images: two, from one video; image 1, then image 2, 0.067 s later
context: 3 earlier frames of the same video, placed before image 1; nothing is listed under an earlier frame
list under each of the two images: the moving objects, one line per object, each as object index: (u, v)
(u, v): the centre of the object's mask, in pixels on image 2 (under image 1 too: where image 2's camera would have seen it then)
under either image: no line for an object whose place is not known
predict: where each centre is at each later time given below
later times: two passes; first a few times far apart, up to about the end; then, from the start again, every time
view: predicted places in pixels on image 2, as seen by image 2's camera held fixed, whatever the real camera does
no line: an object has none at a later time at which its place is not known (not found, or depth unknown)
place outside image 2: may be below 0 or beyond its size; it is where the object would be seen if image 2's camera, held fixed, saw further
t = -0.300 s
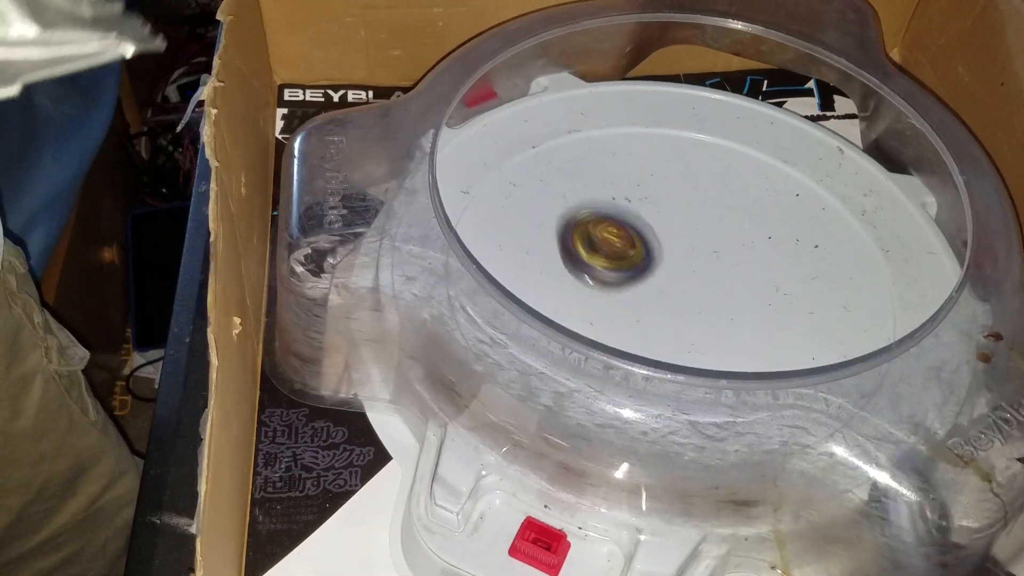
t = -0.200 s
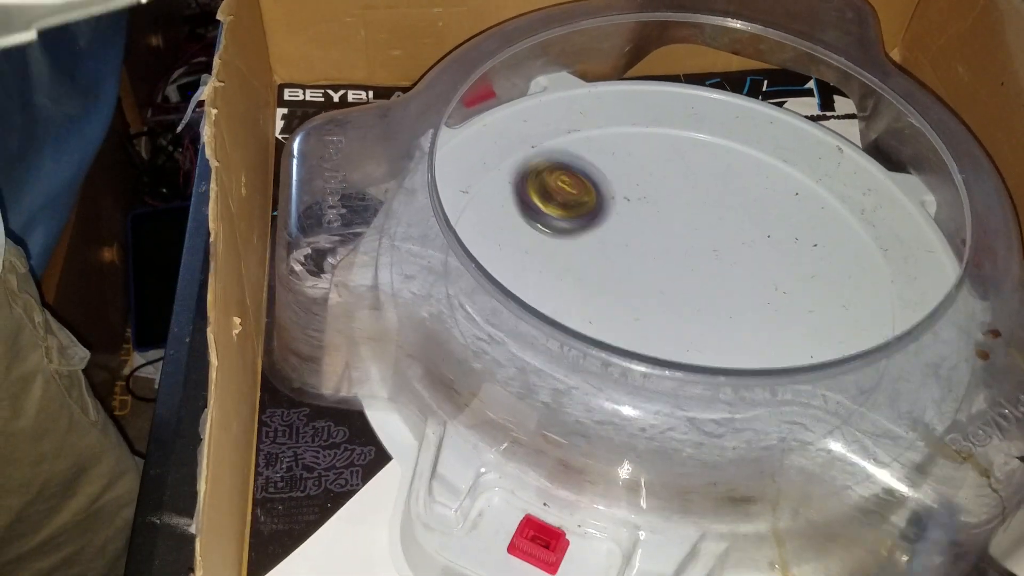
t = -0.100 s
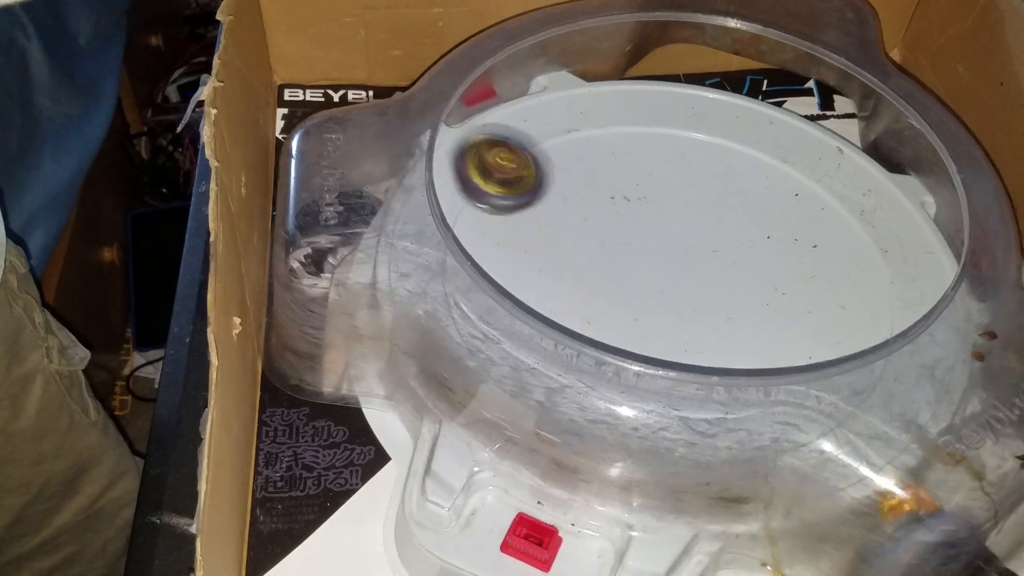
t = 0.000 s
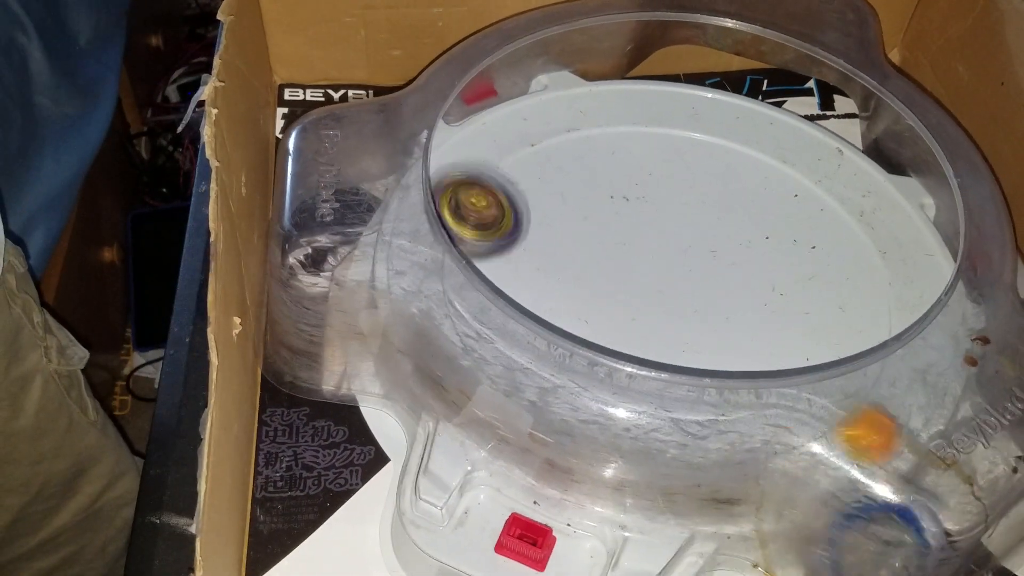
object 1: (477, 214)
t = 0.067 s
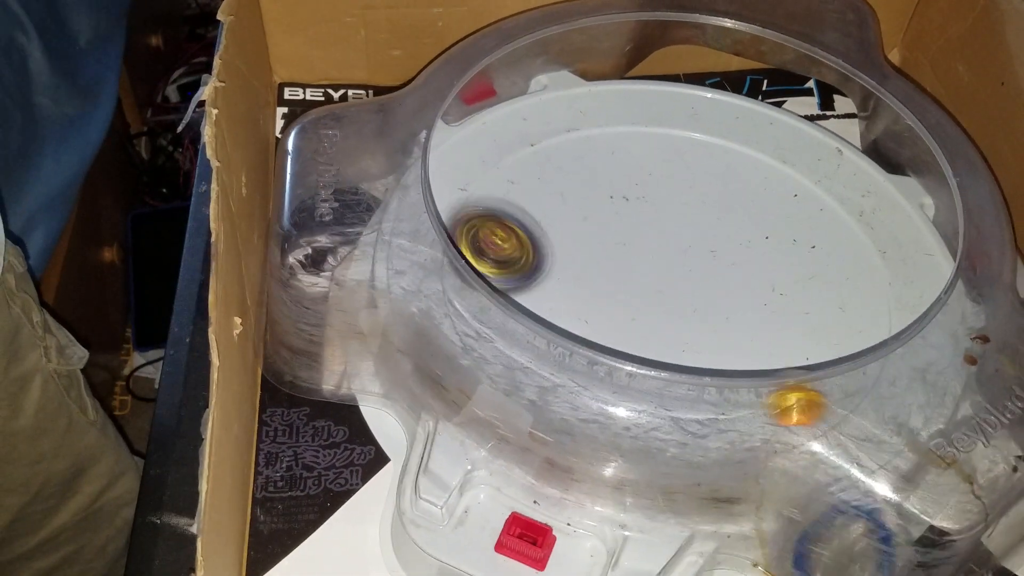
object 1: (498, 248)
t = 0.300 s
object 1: (679, 191)
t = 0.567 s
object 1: (597, 101)
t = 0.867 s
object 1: (668, 79)
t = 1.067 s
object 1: (723, 82)
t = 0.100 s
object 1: (520, 263)
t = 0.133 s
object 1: (547, 272)
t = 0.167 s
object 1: (579, 276)
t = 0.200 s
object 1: (609, 271)
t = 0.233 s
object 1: (637, 240)
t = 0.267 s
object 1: (660, 212)
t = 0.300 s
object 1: (679, 191)
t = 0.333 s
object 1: (685, 170)
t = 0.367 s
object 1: (684, 151)
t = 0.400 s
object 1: (678, 132)
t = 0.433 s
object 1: (667, 114)
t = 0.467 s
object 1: (648, 113)
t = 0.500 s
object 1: (628, 111)
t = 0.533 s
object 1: (608, 108)
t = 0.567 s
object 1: (597, 101)
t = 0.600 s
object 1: (595, 95)
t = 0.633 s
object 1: (596, 88)
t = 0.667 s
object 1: (601, 86)
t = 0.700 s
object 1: (609, 88)
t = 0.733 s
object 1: (619, 90)
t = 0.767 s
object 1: (632, 87)
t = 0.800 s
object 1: (644, 87)
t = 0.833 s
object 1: (655, 83)
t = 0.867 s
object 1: (668, 79)
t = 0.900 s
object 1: (679, 77)
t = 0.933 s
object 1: (688, 73)
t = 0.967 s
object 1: (696, 74)
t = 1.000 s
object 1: (704, 76)
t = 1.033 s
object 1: (713, 79)
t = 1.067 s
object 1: (723, 82)
